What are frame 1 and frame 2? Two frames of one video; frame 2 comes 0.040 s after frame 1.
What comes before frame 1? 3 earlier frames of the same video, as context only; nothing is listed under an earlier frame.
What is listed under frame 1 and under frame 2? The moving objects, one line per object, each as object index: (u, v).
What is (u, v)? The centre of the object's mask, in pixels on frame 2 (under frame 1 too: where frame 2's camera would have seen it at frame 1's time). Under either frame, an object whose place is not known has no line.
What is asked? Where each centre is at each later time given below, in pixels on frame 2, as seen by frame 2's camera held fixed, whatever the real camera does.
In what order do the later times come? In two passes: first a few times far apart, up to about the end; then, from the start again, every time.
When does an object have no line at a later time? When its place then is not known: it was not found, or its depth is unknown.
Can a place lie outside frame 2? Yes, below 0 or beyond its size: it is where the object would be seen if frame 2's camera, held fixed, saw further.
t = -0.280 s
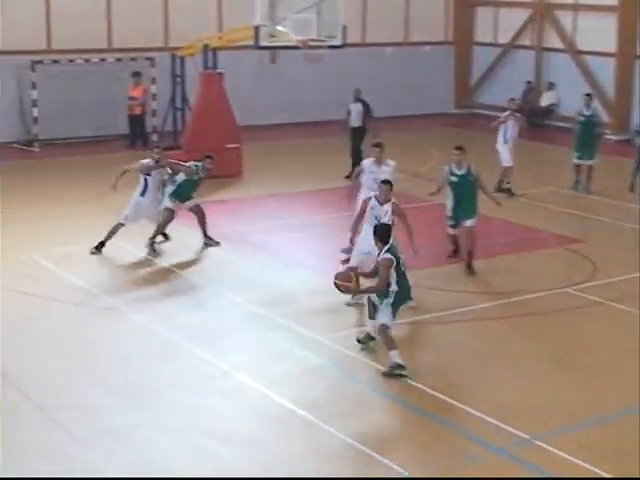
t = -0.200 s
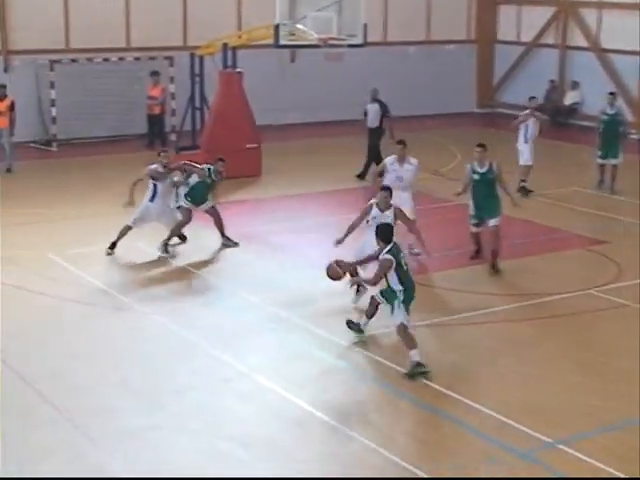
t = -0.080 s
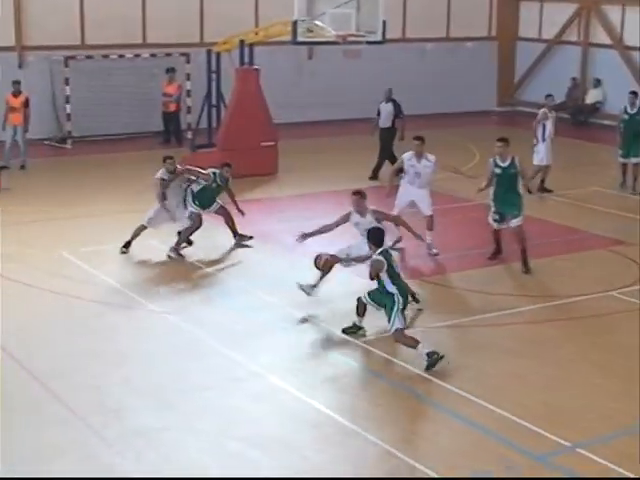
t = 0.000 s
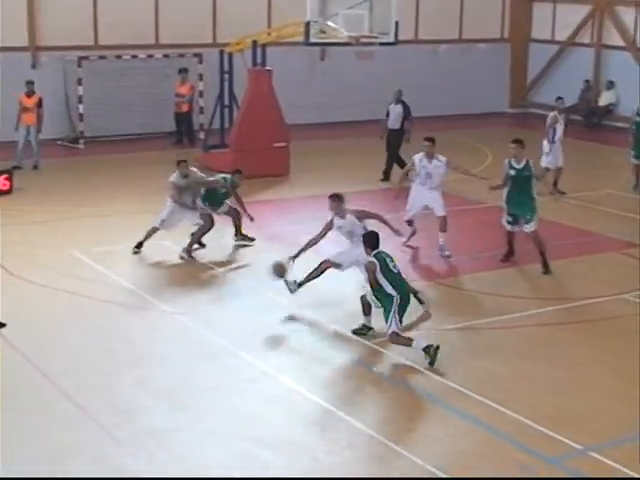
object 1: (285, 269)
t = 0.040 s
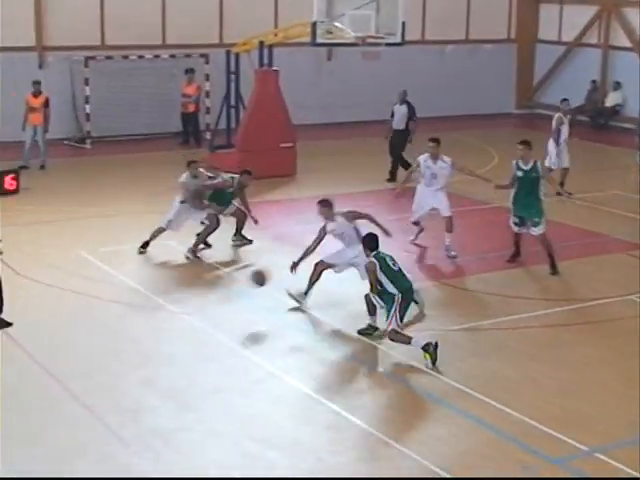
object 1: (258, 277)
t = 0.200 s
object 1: (161, 306)
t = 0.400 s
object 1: (86, 280)
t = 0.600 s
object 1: (9, 287)
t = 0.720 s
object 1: (-38, 308)
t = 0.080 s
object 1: (232, 287)
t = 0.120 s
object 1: (204, 298)
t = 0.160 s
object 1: (177, 309)
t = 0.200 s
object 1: (161, 306)
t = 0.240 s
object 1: (146, 298)
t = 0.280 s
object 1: (131, 292)
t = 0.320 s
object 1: (116, 286)
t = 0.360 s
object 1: (101, 282)
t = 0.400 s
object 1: (86, 280)
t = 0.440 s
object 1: (71, 279)
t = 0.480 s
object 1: (55, 279)
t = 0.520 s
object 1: (40, 280)
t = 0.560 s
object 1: (24, 283)
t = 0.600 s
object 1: (9, 287)
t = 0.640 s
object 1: (-7, 293)
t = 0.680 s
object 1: (-22, 300)
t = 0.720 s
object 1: (-38, 308)
